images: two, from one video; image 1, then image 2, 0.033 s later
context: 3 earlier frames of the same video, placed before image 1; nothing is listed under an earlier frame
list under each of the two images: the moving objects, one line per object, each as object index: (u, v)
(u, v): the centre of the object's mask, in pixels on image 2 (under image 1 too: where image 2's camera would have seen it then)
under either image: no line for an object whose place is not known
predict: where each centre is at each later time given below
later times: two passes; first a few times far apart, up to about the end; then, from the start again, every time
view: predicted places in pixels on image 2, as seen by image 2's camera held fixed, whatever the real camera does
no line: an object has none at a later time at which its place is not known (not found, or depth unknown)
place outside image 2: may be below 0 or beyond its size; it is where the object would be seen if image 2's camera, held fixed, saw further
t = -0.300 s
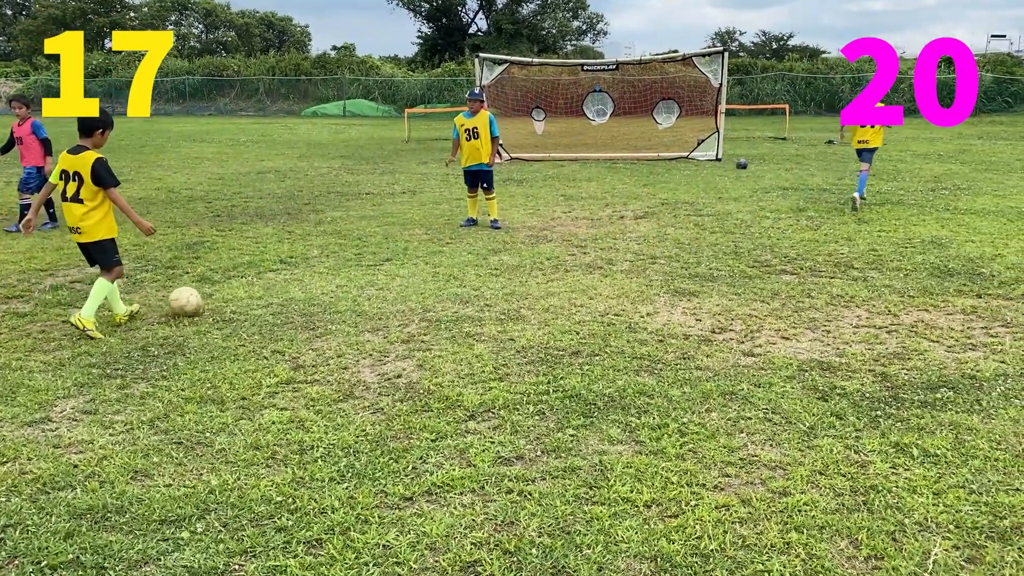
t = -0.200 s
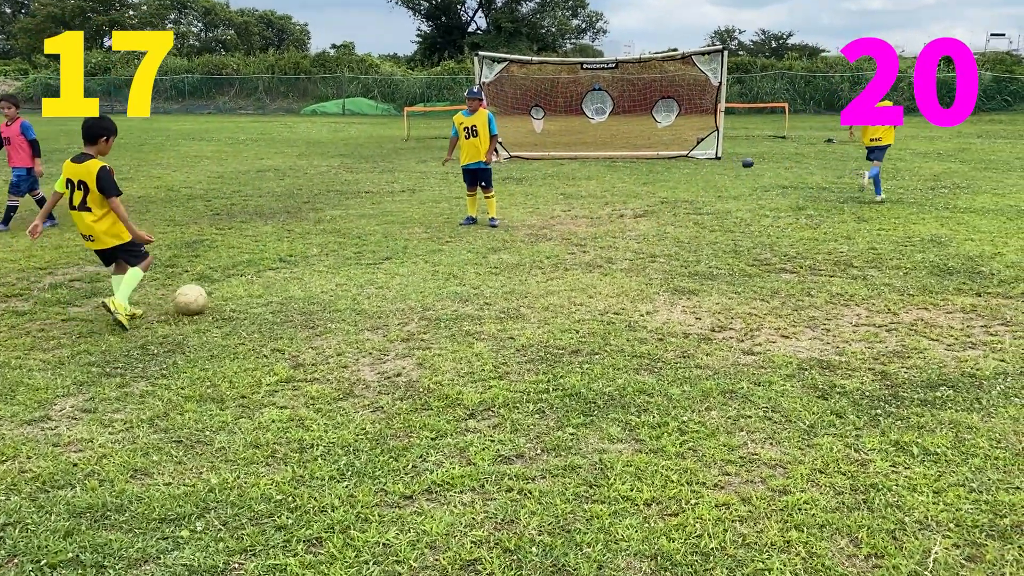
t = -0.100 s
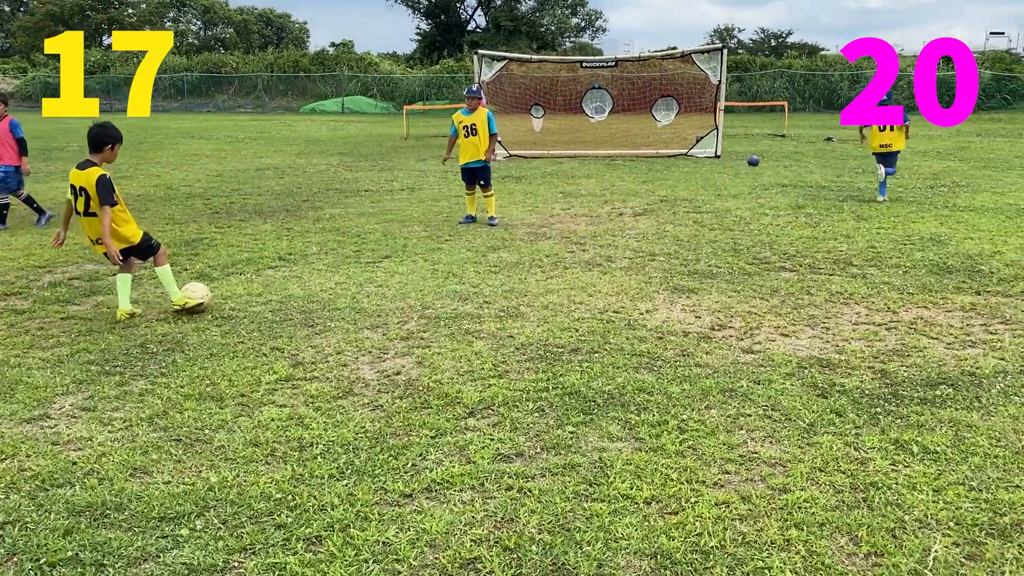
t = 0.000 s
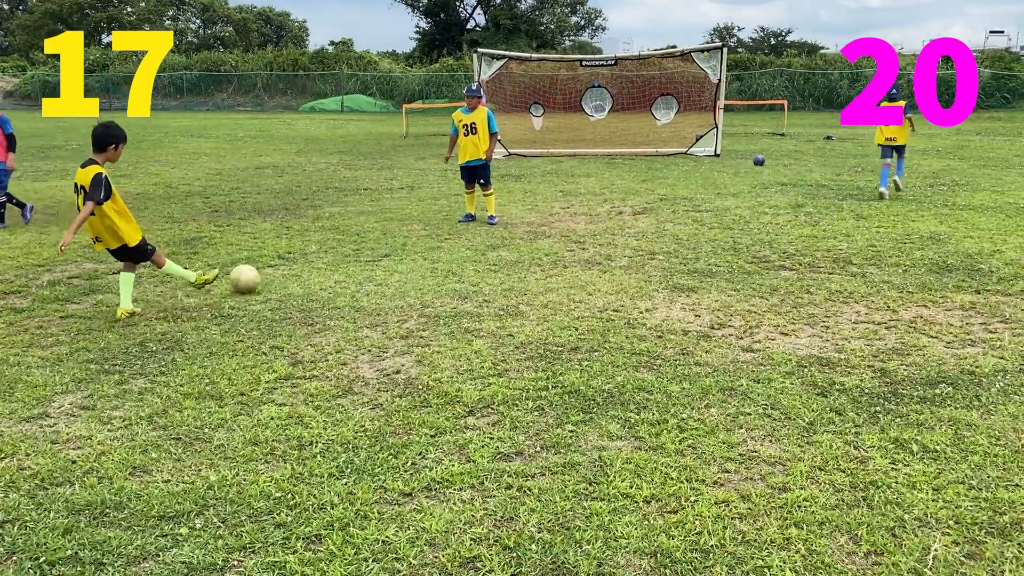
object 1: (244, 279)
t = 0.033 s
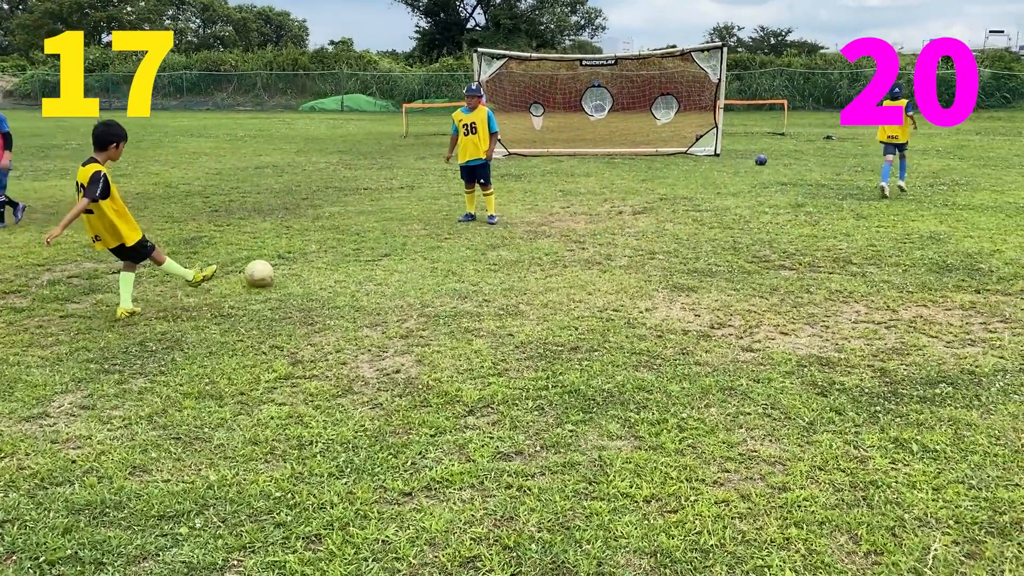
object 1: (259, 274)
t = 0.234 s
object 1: (322, 249)
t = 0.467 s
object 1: (370, 236)
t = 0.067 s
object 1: (272, 270)
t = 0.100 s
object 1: (285, 266)
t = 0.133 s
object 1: (296, 263)
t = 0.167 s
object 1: (306, 259)
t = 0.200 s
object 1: (315, 254)
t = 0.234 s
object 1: (322, 249)
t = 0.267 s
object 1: (330, 247)
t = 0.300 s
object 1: (337, 246)
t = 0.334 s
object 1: (345, 245)
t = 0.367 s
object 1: (351, 246)
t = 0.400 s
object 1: (358, 241)
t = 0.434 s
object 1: (364, 238)
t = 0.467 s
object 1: (370, 236)
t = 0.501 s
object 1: (376, 234)
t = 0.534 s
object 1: (382, 235)
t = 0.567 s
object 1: (387, 233)
